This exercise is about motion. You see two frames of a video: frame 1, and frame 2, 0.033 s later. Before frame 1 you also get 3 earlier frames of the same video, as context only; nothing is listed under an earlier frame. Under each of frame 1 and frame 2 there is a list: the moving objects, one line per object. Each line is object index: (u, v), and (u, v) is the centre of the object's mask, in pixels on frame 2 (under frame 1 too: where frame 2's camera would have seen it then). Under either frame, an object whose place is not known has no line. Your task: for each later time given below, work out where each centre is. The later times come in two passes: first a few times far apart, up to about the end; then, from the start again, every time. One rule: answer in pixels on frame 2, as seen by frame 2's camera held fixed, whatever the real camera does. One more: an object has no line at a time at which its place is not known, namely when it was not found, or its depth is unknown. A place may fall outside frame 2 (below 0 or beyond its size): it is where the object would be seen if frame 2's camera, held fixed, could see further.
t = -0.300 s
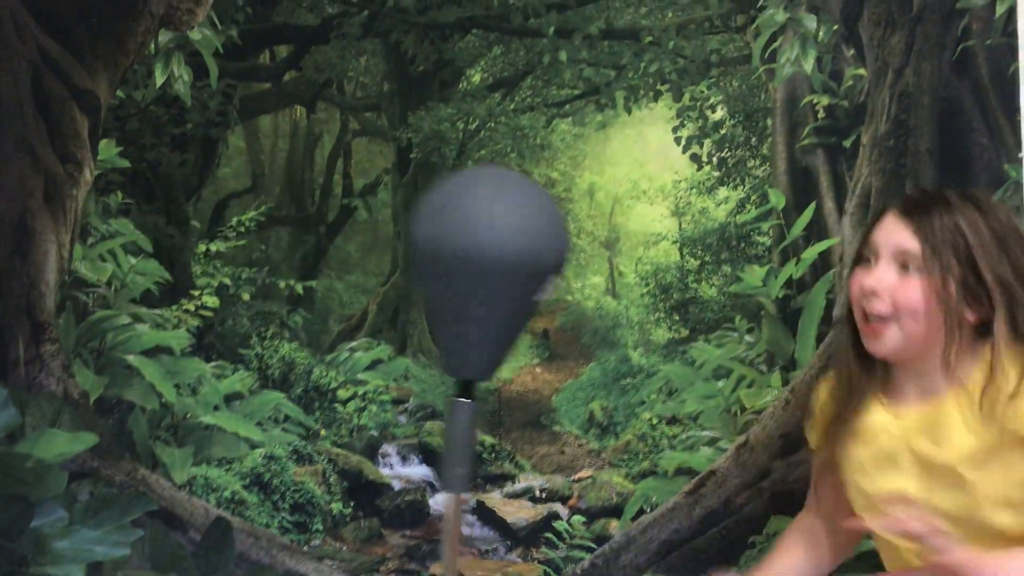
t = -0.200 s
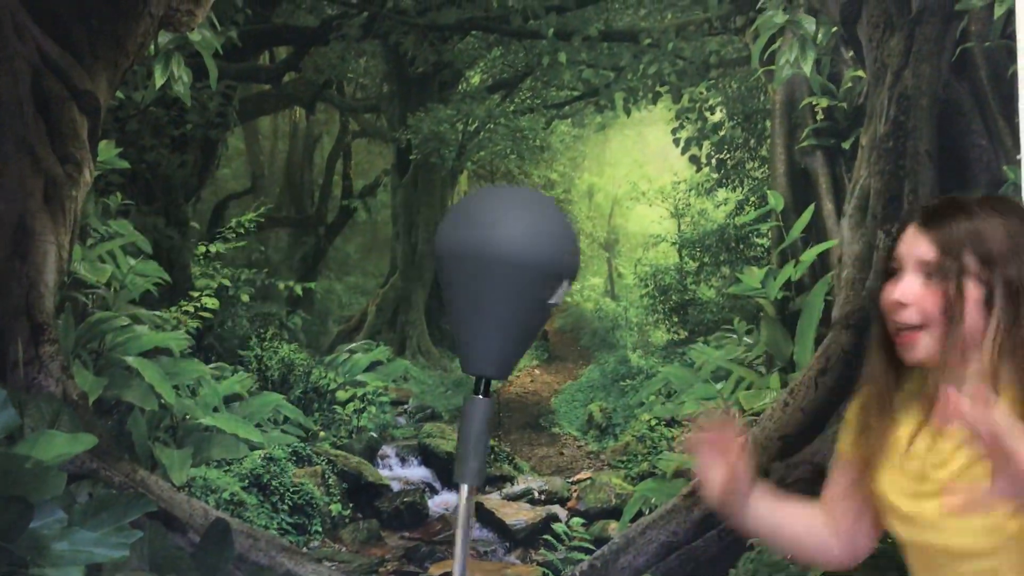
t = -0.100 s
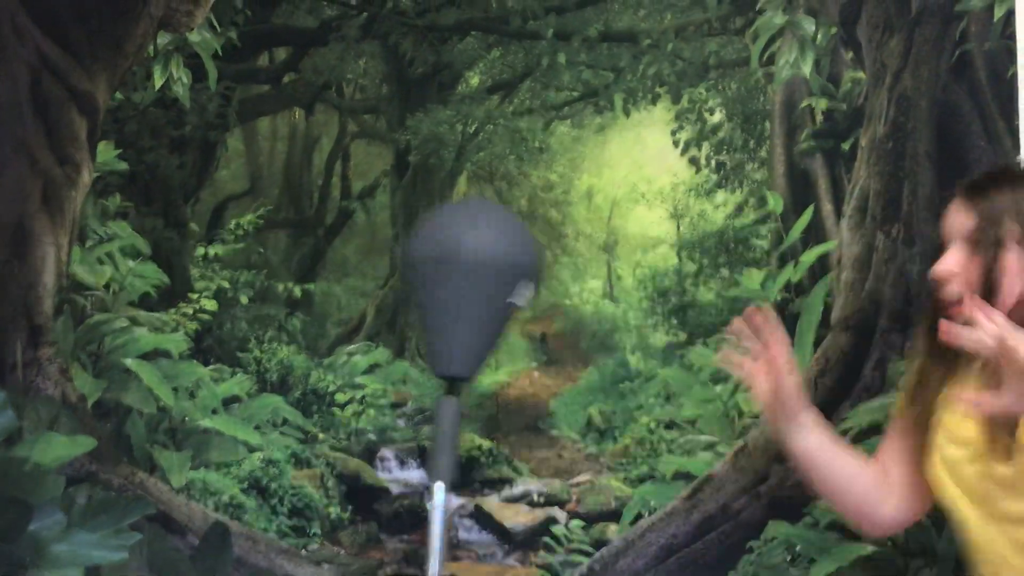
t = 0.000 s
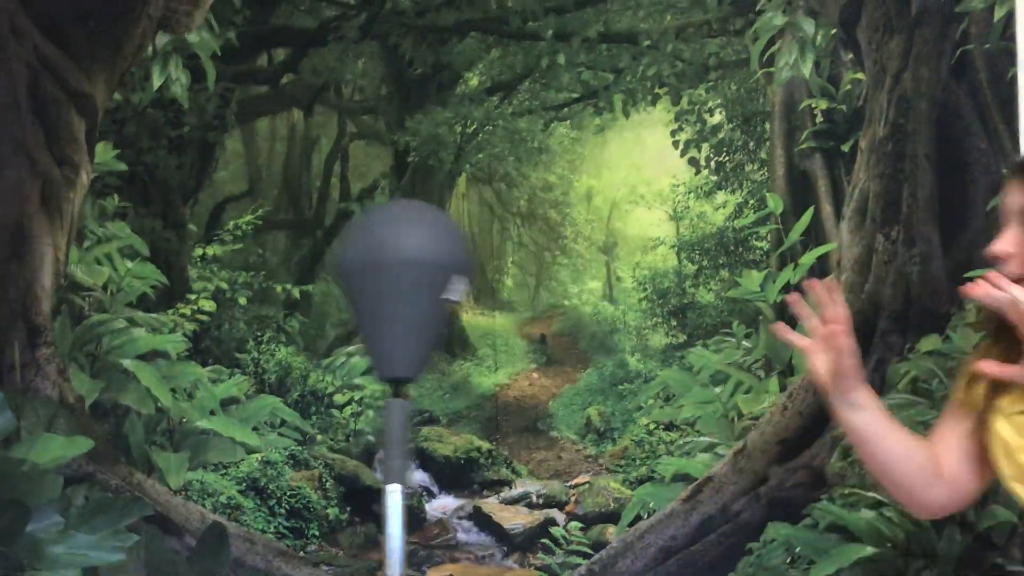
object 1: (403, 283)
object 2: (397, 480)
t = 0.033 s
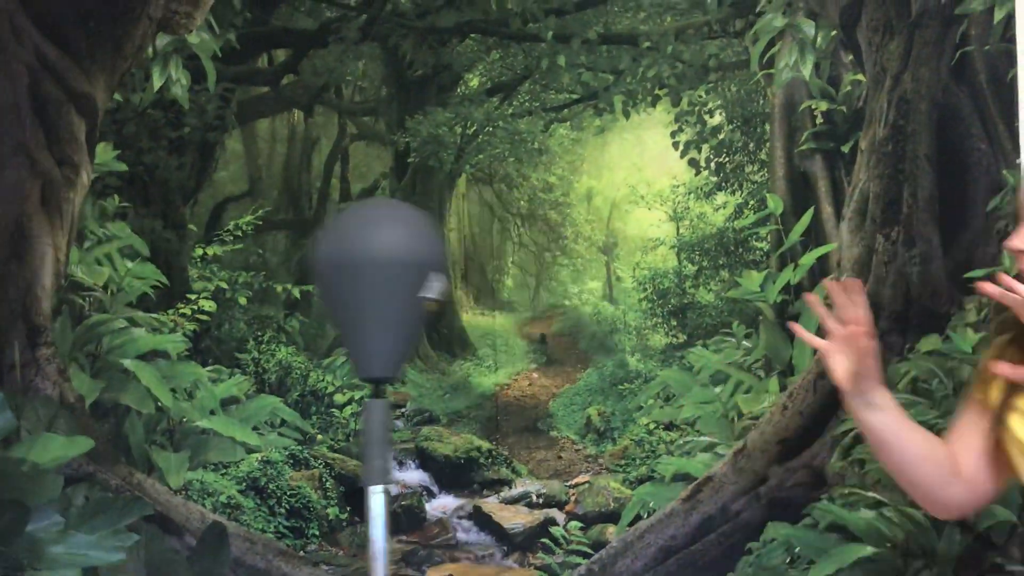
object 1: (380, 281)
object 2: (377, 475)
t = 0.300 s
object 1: (280, 273)
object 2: (323, 478)
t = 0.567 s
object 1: (416, 268)
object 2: (412, 474)
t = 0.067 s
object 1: (355, 280)
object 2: (361, 477)
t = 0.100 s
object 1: (329, 276)
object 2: (344, 473)
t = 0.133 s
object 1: (306, 278)
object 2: (327, 473)
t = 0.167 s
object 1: (288, 276)
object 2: (317, 473)
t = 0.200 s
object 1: (277, 276)
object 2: (312, 475)
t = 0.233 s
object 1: (271, 275)
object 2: (312, 477)
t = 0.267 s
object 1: (272, 275)
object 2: (314, 479)
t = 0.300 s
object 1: (280, 273)
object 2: (323, 478)
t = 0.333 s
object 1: (294, 271)
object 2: (334, 481)
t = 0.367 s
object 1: (309, 265)
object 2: (343, 476)
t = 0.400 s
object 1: (331, 266)
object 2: (359, 480)
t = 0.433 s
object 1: (349, 265)
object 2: (368, 481)
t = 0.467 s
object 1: (370, 268)
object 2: (385, 481)
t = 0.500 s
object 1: (386, 259)
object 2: (394, 472)
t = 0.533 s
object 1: (403, 262)
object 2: (405, 474)
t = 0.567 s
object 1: (416, 268)
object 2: (412, 474)
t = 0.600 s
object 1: (421, 268)
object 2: (413, 469)
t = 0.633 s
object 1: (421, 270)
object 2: (410, 468)
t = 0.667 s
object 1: (416, 272)
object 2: (404, 467)
